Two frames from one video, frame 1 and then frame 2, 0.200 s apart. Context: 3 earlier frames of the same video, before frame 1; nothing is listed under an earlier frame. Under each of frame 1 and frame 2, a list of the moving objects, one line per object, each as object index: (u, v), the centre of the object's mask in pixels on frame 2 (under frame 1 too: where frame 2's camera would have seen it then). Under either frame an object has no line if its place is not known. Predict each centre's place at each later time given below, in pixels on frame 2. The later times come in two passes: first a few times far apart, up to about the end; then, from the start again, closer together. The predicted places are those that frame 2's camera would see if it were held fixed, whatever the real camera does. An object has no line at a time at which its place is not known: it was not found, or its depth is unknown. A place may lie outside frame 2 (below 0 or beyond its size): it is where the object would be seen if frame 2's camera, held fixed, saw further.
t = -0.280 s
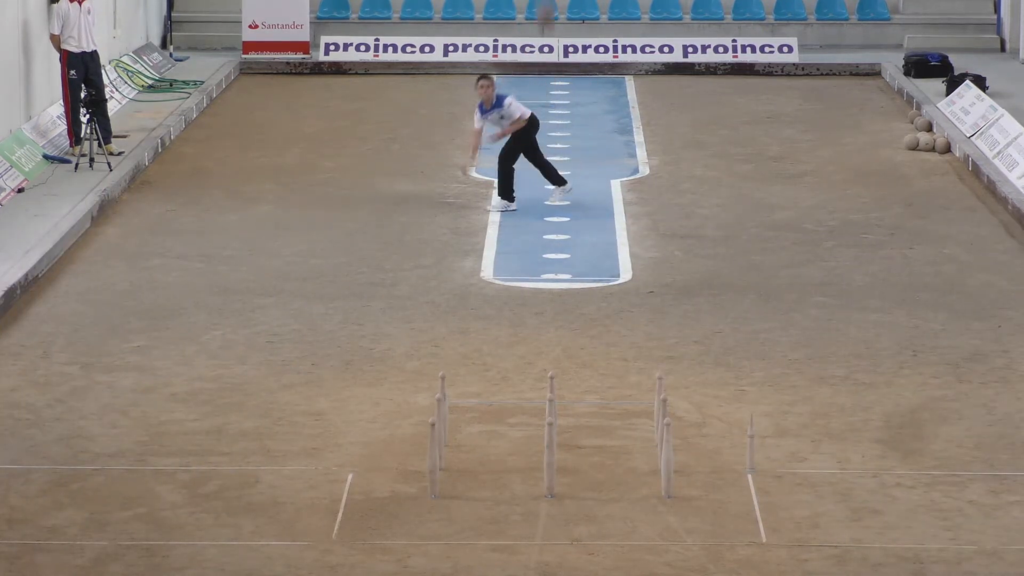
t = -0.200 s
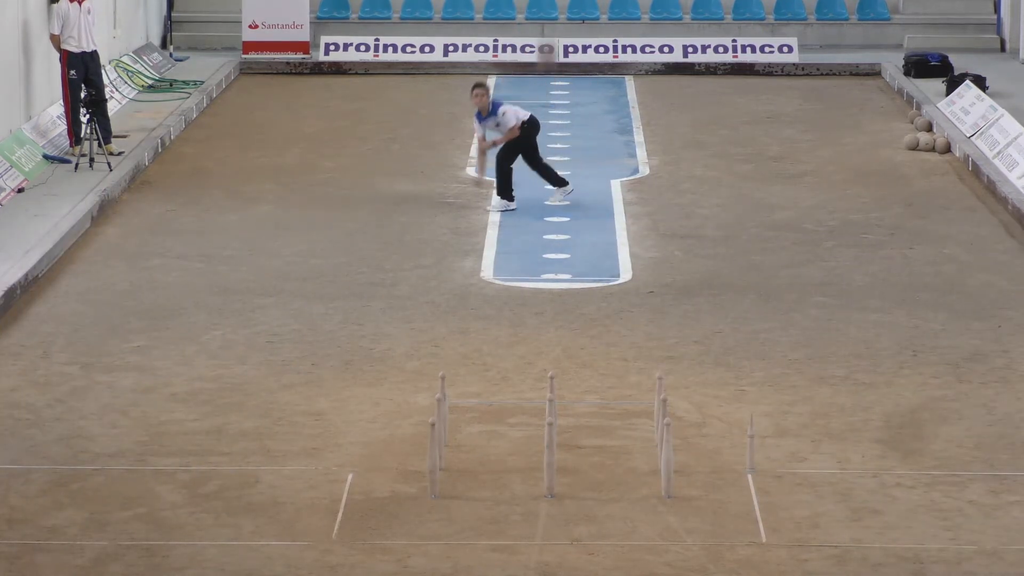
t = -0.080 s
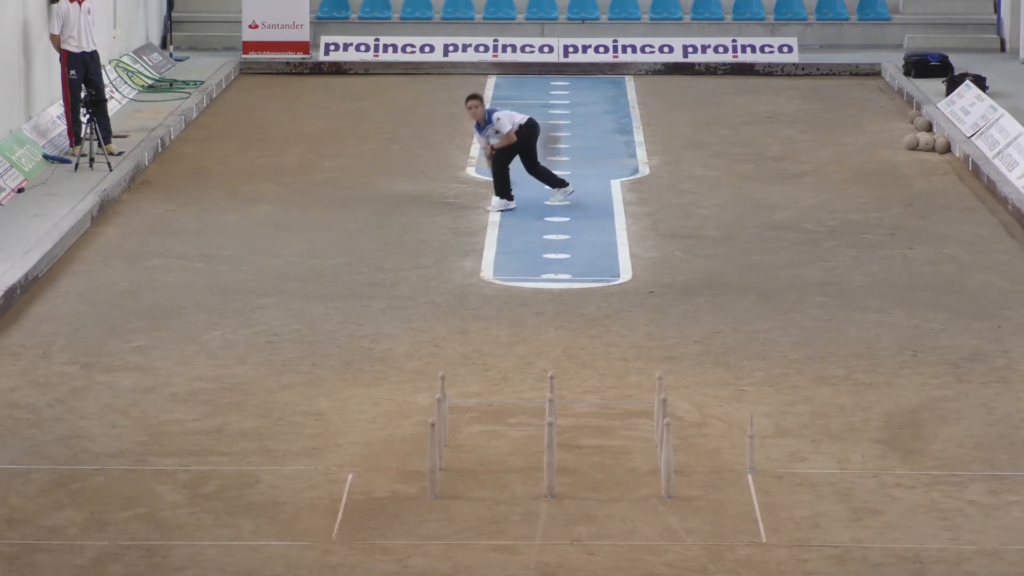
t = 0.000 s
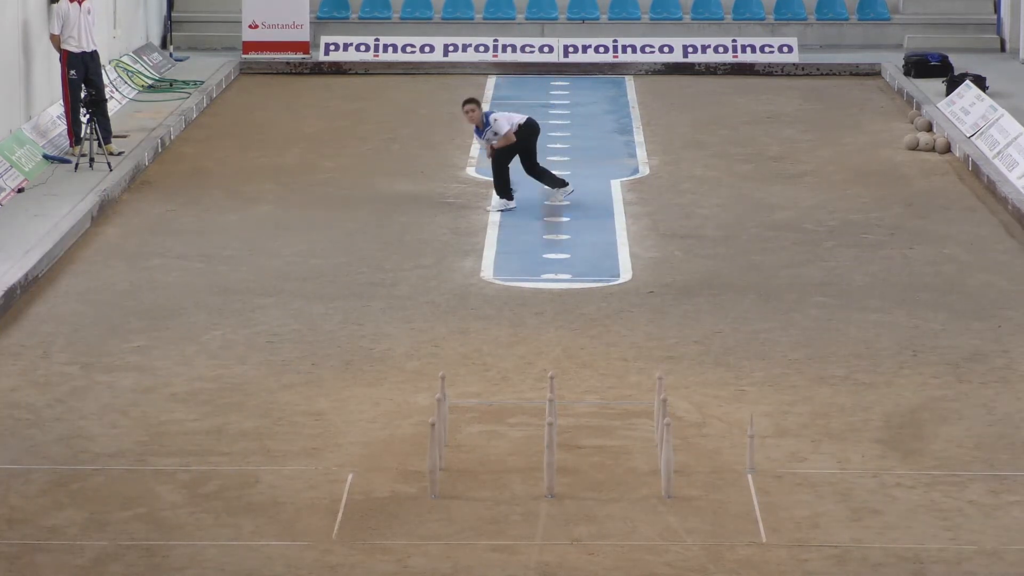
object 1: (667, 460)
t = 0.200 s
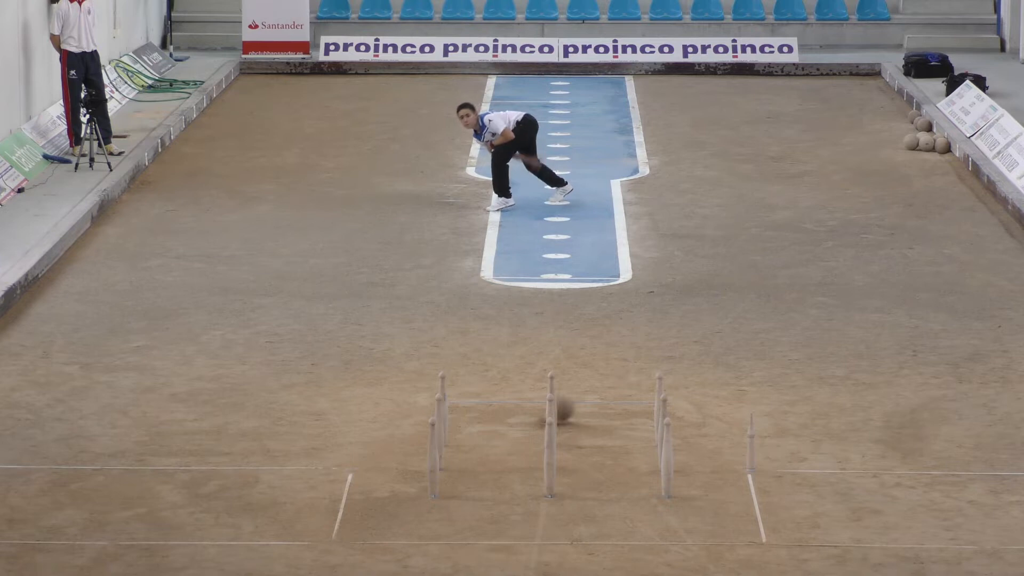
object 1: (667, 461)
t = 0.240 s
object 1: (667, 461)
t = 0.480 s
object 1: (667, 461)
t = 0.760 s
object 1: (678, 455)
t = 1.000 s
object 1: (729, 506)
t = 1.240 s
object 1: (784, 516)
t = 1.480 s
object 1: (802, 520)
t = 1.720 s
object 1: (812, 520)
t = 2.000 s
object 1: (819, 520)
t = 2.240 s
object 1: (820, 520)
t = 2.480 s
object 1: (820, 520)
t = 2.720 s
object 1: (820, 520)
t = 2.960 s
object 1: (820, 520)
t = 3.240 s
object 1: (819, 520)
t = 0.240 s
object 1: (667, 461)
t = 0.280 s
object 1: (667, 461)
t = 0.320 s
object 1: (667, 461)
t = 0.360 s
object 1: (667, 461)
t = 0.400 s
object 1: (667, 461)
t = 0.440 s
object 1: (667, 461)
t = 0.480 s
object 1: (667, 461)
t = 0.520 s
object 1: (667, 461)
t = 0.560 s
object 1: (667, 461)
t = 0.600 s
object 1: (667, 461)
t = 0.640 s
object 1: (667, 461)
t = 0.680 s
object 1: (667, 461)
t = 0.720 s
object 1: (670, 462)
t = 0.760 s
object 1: (678, 455)
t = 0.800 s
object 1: (692, 464)
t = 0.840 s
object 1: (699, 466)
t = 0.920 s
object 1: (715, 489)
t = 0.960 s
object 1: (722, 496)
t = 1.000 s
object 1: (729, 506)
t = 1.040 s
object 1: (751, 514)
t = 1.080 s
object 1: (757, 512)
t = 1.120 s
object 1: (768, 511)
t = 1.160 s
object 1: (774, 510)
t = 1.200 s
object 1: (781, 514)
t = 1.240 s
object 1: (784, 516)
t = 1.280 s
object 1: (789, 520)
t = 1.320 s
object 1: (795, 521)
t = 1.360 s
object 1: (795, 520)
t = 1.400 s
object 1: (797, 520)
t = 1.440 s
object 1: (799, 520)
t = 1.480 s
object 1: (802, 520)
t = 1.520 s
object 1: (804, 521)
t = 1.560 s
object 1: (806, 521)
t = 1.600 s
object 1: (808, 520)
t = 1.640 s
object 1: (810, 520)
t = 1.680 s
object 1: (811, 520)
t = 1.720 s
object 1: (812, 520)
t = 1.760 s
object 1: (813, 520)
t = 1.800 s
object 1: (815, 520)
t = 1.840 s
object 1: (816, 520)
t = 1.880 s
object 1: (816, 520)
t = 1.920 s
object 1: (817, 520)
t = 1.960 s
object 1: (818, 520)
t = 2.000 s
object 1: (819, 520)
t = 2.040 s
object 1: (819, 520)
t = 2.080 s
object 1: (819, 520)
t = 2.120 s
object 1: (820, 520)
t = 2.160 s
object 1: (820, 520)
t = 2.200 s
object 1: (820, 520)
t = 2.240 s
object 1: (820, 520)
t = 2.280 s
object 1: (820, 520)
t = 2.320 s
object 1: (820, 520)
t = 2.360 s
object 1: (820, 520)
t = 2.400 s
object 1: (821, 520)
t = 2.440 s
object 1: (821, 520)
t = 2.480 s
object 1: (820, 520)
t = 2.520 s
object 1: (820, 519)
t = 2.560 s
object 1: (820, 519)
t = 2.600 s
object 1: (819, 519)
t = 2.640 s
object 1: (820, 520)
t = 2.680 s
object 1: (820, 520)
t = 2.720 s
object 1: (820, 520)
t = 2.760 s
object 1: (820, 520)
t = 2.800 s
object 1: (820, 520)
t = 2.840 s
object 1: (820, 520)
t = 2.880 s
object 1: (820, 520)
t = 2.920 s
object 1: (820, 520)
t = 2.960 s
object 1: (820, 520)
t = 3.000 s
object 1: (820, 520)
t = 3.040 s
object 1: (820, 520)
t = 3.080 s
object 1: (820, 520)
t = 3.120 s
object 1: (820, 520)
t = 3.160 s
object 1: (819, 520)
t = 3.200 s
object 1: (820, 520)
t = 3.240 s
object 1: (819, 520)
